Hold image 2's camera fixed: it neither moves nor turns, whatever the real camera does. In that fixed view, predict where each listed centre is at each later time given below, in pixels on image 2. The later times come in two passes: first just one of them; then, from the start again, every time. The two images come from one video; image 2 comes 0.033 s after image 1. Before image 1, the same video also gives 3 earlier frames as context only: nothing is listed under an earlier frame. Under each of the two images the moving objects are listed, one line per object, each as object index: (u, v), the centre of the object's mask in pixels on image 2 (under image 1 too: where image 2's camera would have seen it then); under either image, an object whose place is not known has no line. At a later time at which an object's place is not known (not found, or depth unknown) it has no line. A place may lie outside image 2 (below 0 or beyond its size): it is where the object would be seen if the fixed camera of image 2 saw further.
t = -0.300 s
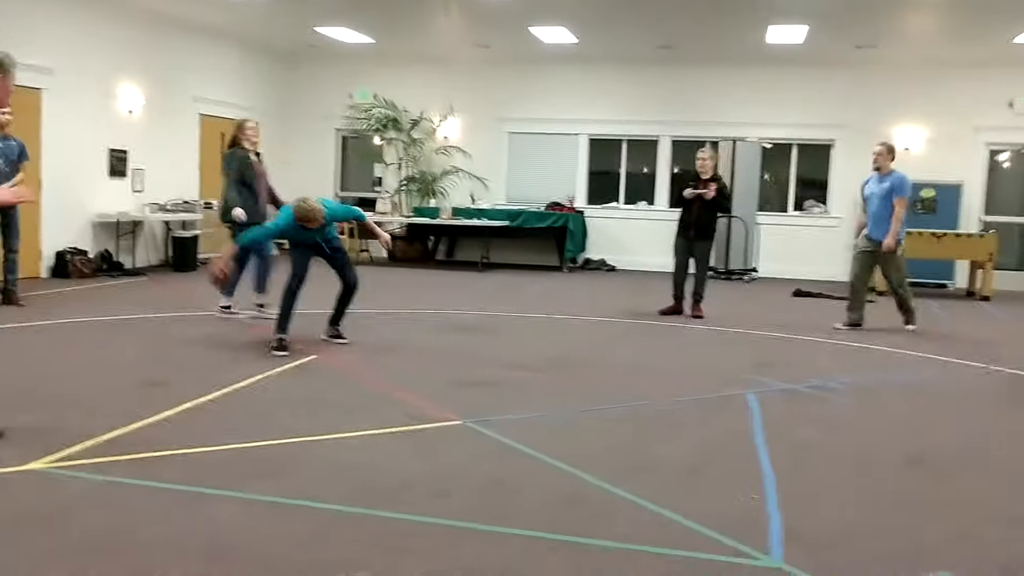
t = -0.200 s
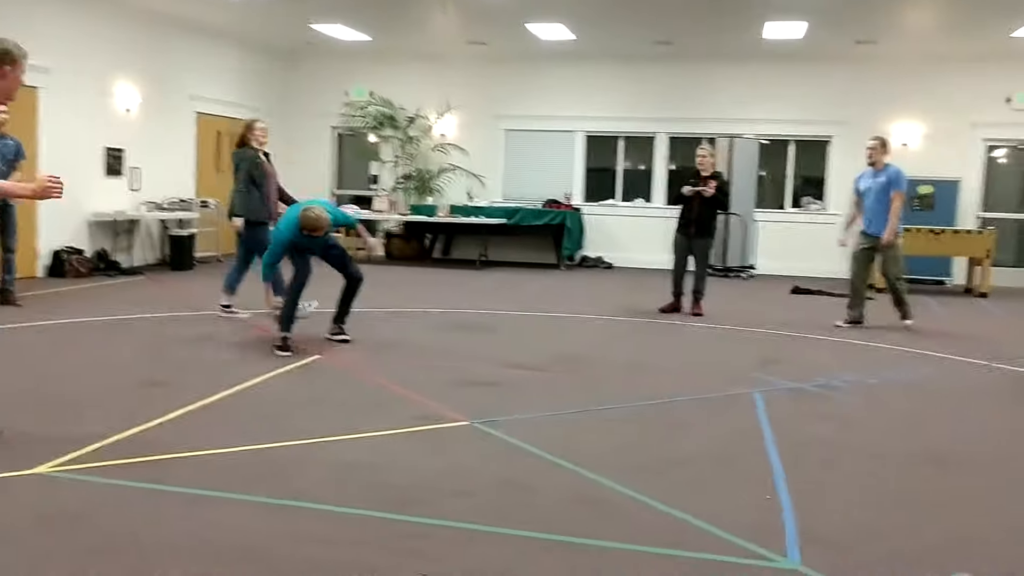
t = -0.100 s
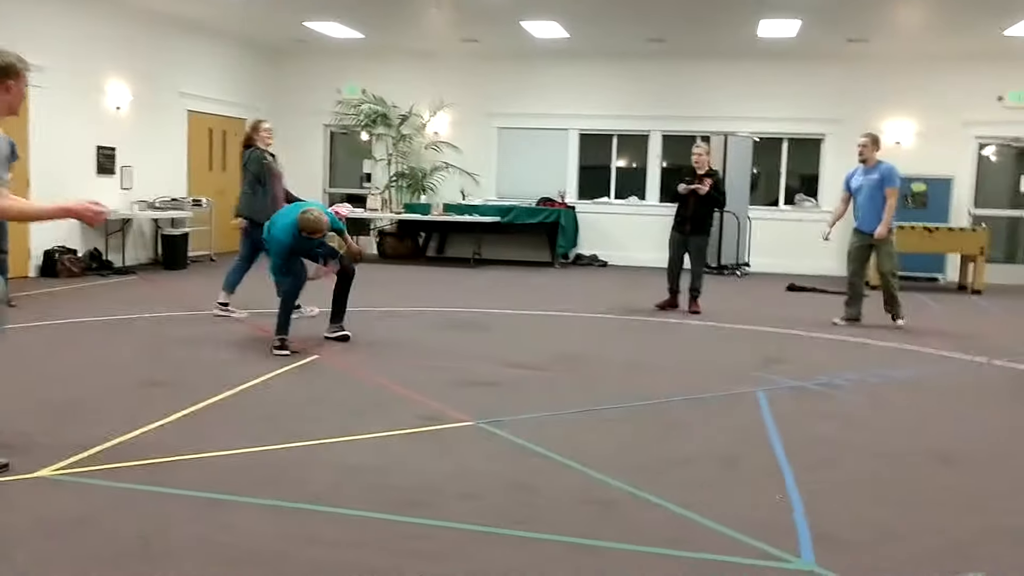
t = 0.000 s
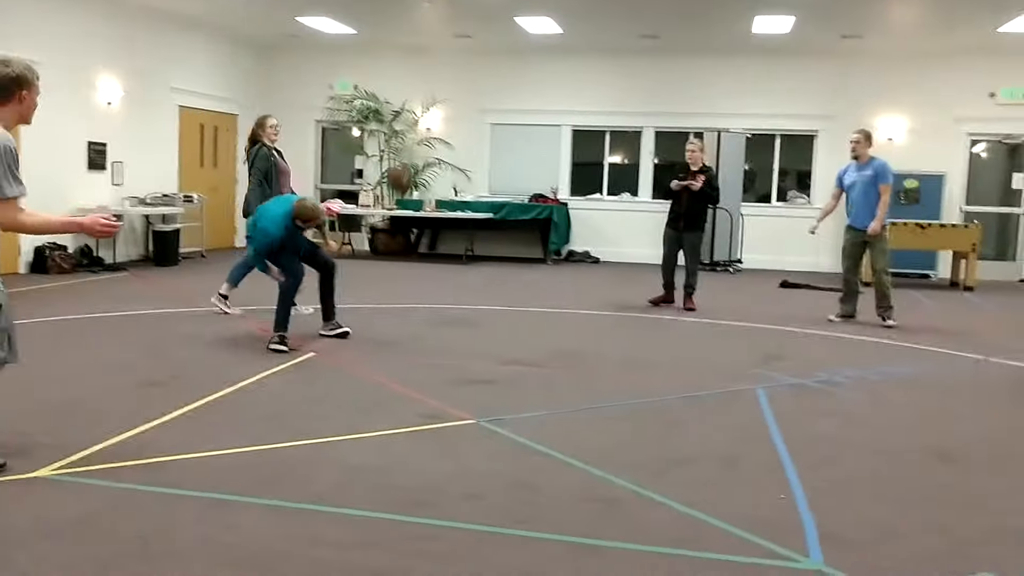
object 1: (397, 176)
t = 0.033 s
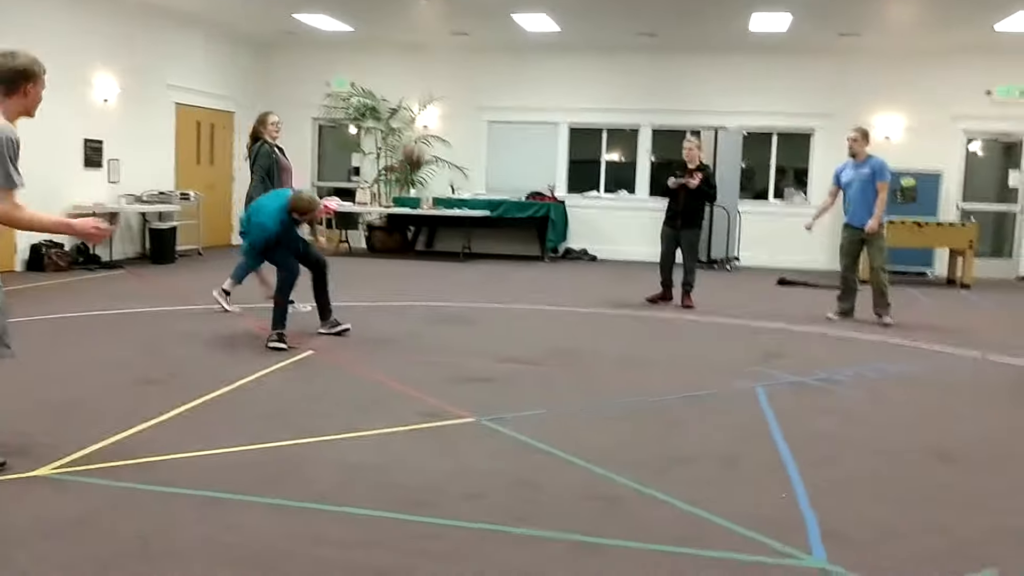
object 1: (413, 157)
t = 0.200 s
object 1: (498, 76)
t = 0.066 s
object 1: (430, 137)
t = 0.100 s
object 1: (447, 120)
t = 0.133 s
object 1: (464, 104)
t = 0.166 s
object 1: (482, 89)
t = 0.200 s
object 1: (498, 76)
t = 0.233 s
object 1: (514, 63)
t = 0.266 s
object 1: (530, 54)
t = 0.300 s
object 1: (546, 45)
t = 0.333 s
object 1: (560, 38)
